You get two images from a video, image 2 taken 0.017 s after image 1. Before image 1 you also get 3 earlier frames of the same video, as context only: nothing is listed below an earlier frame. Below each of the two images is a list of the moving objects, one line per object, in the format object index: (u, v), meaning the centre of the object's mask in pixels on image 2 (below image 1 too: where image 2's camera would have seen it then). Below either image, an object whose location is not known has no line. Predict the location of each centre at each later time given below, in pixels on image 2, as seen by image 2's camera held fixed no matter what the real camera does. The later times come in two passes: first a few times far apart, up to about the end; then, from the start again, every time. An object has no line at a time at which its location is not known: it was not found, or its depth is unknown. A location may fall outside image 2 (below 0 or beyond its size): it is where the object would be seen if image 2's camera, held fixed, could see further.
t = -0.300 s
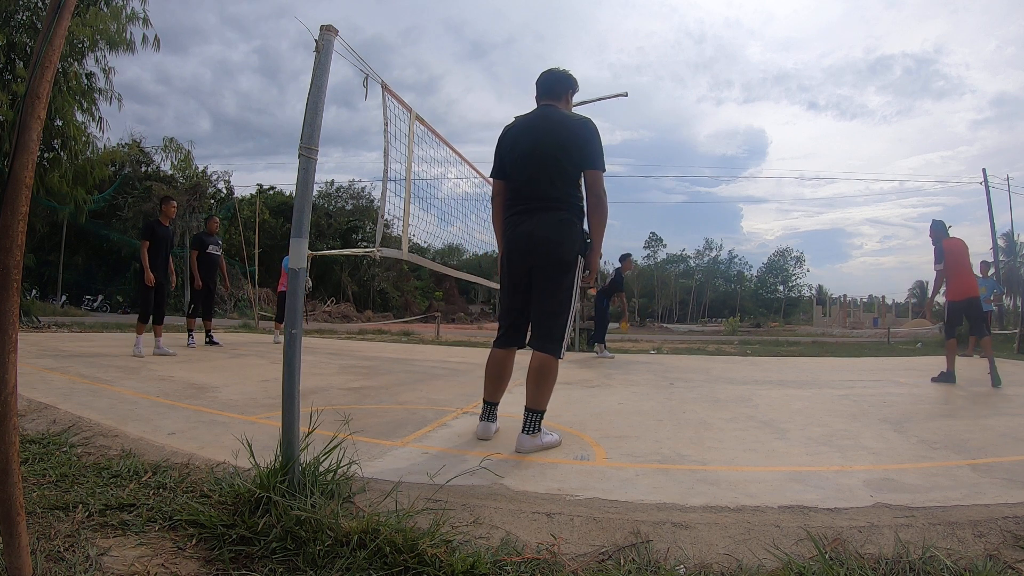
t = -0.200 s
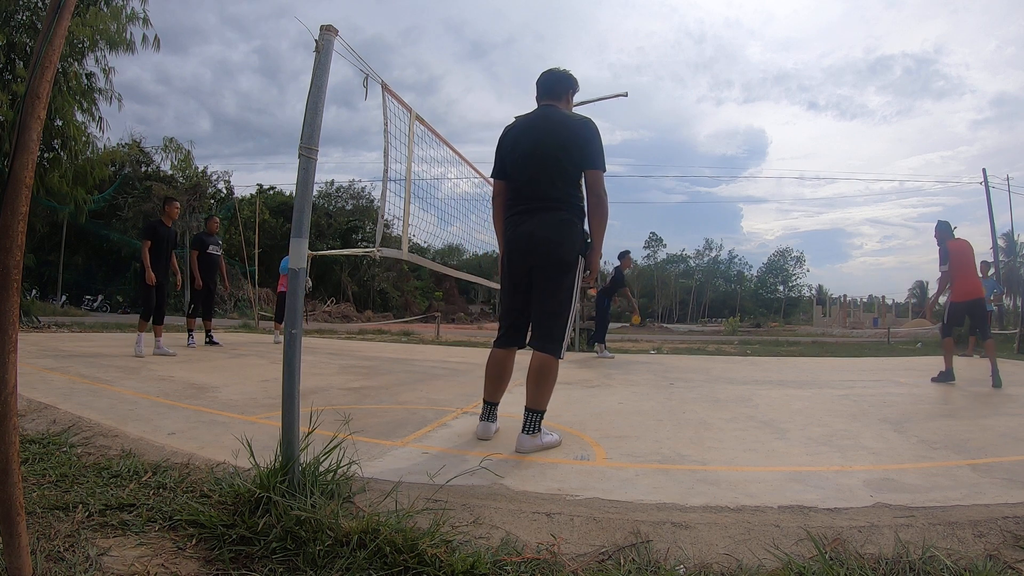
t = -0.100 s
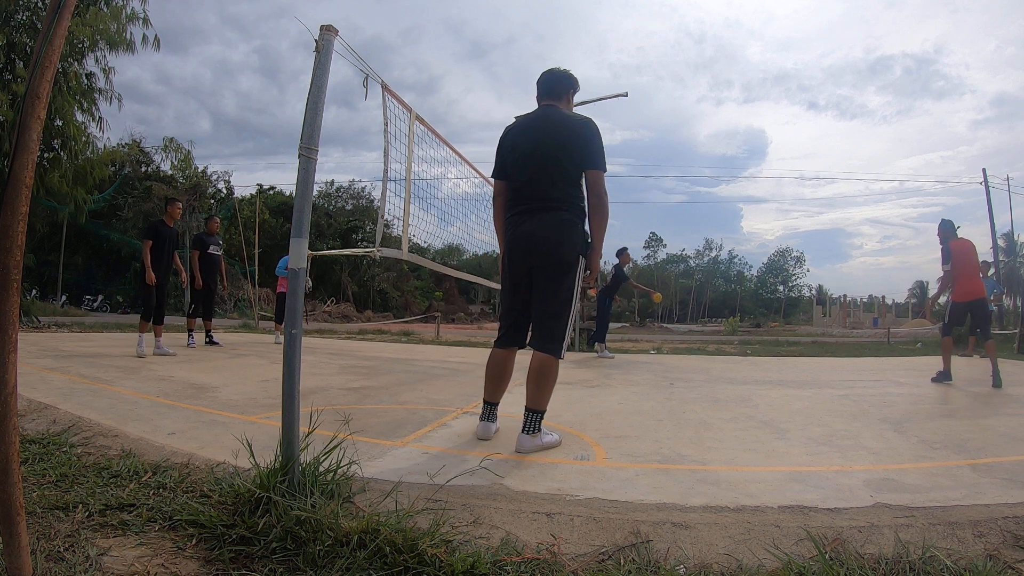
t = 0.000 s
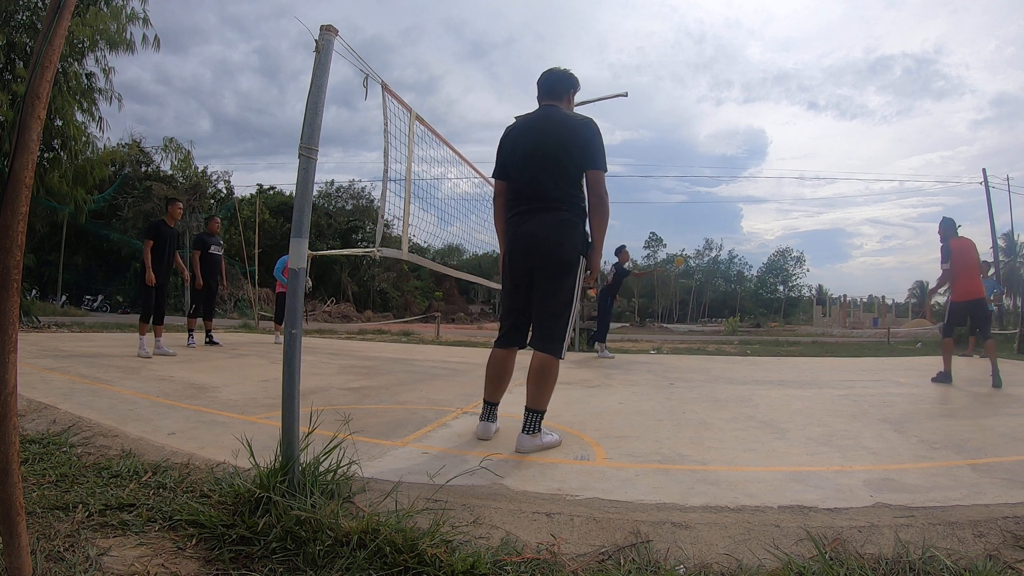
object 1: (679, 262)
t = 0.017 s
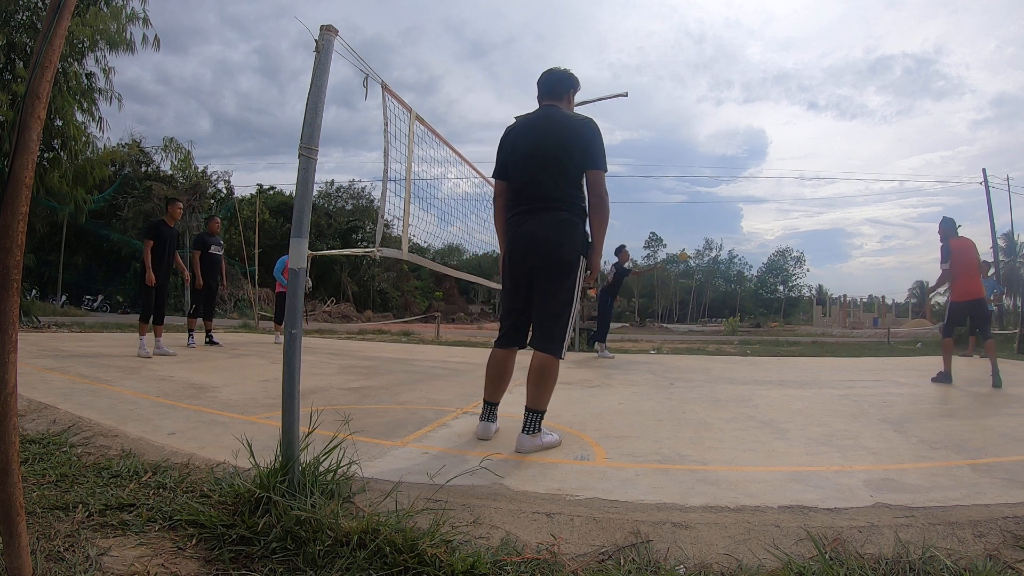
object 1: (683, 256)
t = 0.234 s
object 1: (730, 202)
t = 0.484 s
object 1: (786, 181)
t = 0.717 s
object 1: (843, 205)
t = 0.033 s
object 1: (686, 251)
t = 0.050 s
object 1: (690, 246)
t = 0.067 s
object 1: (694, 241)
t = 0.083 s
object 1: (697, 236)
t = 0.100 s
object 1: (701, 231)
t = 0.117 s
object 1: (704, 227)
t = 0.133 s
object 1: (708, 222)
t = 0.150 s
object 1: (711, 219)
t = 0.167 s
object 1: (715, 215)
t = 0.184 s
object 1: (719, 211)
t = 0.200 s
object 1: (723, 208)
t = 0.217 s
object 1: (726, 205)
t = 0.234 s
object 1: (730, 202)
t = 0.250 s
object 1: (734, 199)
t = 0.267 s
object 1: (737, 197)
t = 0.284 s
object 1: (741, 194)
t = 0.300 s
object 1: (745, 192)
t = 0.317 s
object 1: (748, 190)
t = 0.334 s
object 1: (752, 188)
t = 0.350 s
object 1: (756, 186)
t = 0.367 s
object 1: (759, 185)
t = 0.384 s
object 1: (763, 184)
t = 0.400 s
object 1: (767, 183)
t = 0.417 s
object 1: (771, 182)
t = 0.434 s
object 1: (775, 181)
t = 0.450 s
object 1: (779, 181)
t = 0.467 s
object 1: (782, 181)
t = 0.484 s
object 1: (786, 181)
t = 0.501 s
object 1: (790, 181)
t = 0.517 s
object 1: (794, 182)
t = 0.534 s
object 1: (798, 182)
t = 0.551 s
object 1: (802, 183)
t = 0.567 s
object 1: (806, 184)
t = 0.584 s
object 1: (810, 186)
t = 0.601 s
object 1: (814, 187)
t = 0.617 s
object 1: (818, 189)
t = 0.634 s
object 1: (822, 191)
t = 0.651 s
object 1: (826, 193)
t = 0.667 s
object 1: (830, 196)
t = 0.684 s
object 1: (835, 199)
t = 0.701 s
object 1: (839, 202)
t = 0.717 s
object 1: (843, 205)
